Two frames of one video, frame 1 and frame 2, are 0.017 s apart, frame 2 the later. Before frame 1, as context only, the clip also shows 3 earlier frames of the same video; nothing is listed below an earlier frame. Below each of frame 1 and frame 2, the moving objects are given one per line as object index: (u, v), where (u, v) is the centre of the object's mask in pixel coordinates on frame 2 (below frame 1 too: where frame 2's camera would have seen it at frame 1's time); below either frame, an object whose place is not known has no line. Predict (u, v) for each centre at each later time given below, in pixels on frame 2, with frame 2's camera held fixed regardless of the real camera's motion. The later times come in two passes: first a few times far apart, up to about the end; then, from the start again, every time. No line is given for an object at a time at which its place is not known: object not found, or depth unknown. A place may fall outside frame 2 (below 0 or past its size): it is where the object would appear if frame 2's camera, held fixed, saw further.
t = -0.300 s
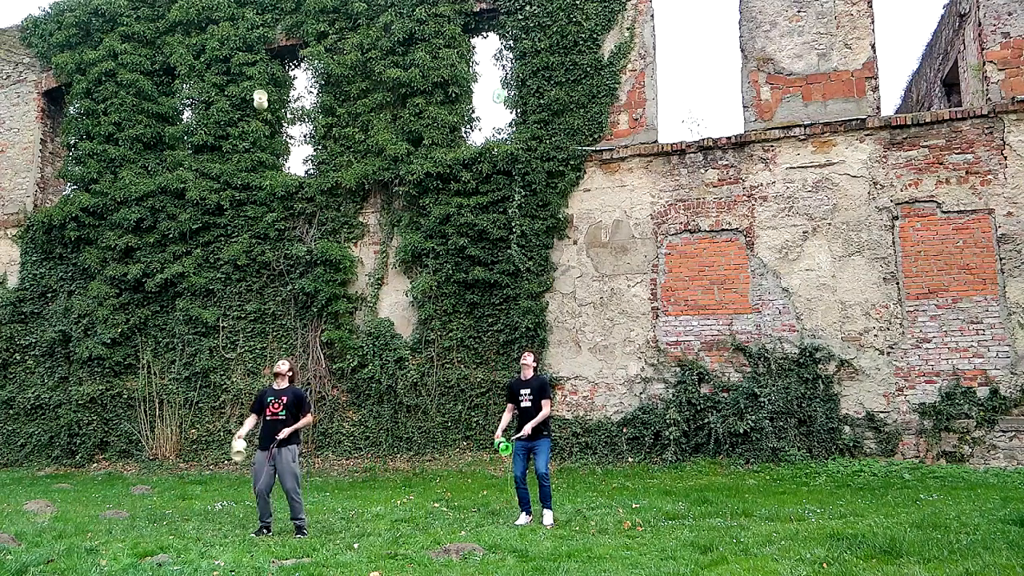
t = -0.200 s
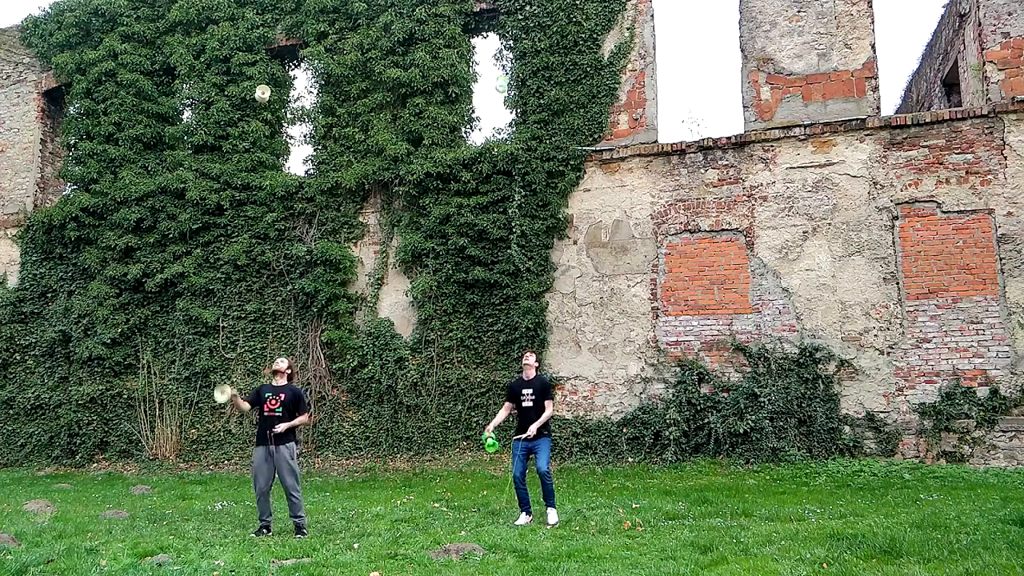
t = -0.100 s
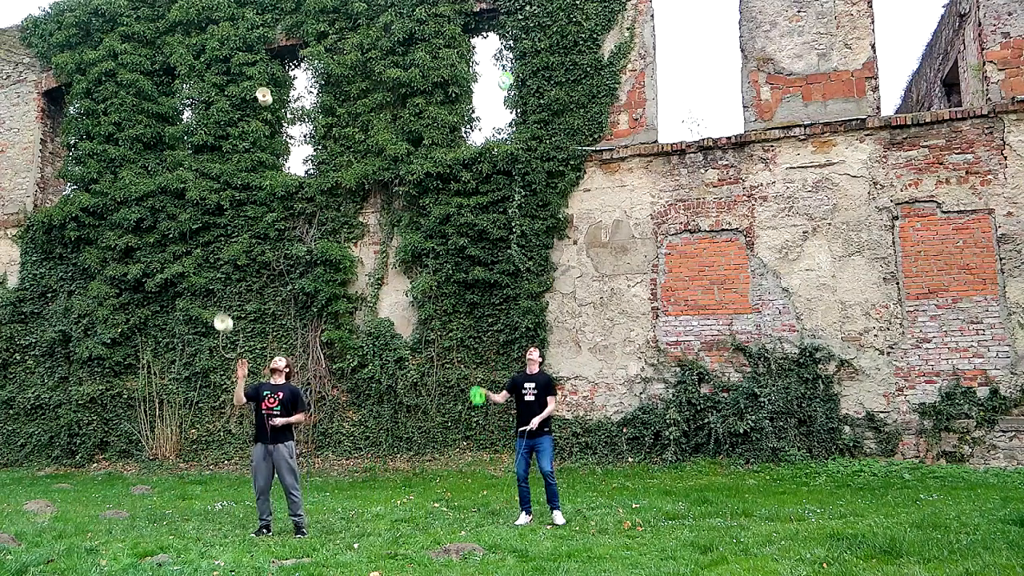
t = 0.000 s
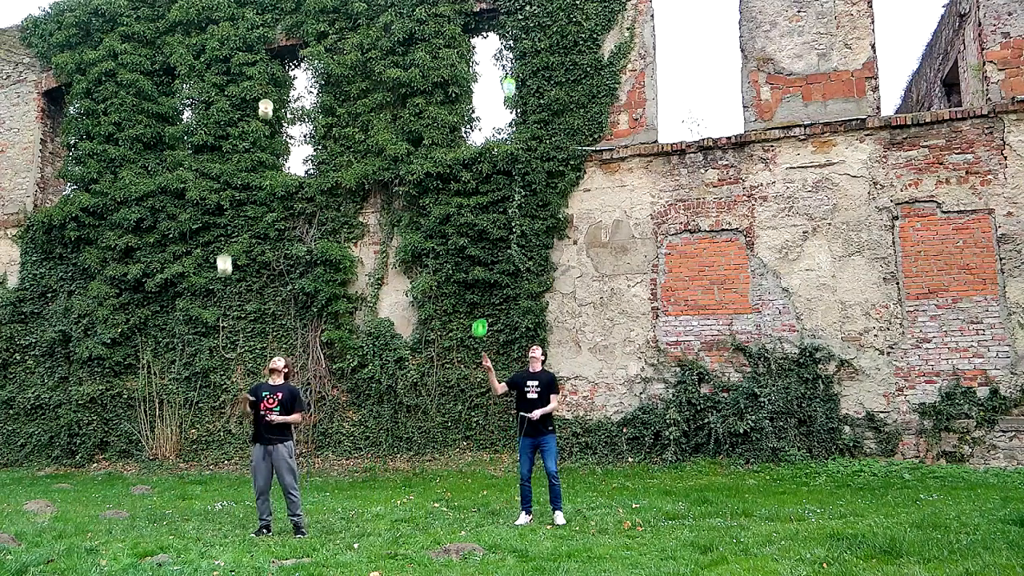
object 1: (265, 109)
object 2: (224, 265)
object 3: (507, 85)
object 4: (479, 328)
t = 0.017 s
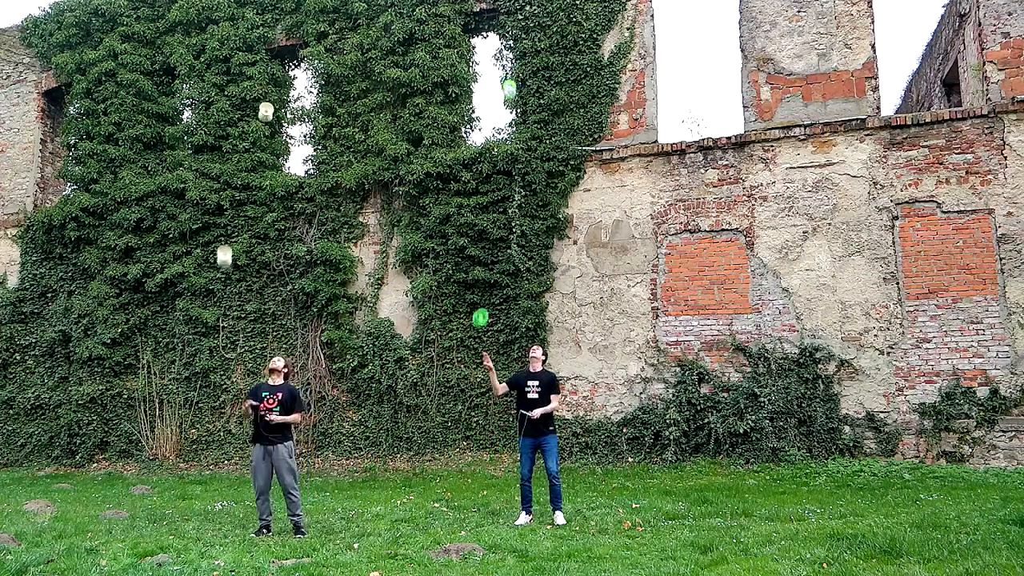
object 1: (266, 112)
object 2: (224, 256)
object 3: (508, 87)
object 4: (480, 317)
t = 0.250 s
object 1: (267, 181)
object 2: (224, 166)
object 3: (518, 143)
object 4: (487, 206)
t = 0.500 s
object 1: (267, 318)
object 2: (221, 130)
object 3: (528, 262)
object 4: (495, 146)
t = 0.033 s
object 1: (266, 115)
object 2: (224, 248)
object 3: (509, 91)
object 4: (481, 308)
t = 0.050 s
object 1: (266, 119)
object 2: (224, 240)
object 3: (510, 93)
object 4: (481, 298)
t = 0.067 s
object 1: (266, 122)
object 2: (224, 232)
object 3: (510, 95)
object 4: (481, 289)
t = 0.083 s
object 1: (266, 126)
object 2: (224, 225)
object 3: (511, 99)
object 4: (482, 280)
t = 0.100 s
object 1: (266, 130)
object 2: (224, 218)
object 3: (511, 101)
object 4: (483, 271)
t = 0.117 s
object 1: (267, 135)
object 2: (224, 210)
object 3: (512, 104)
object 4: (483, 263)
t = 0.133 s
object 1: (267, 140)
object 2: (224, 204)
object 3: (513, 108)
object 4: (484, 255)
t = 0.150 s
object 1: (267, 145)
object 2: (224, 198)
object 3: (514, 112)
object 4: (484, 247)
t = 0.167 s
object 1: (267, 150)
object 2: (224, 191)
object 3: (513, 114)
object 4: (485, 240)
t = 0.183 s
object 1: (267, 156)
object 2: (224, 186)
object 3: (514, 120)
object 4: (485, 233)
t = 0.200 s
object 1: (267, 162)
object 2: (224, 181)
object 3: (516, 126)
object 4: (486, 226)
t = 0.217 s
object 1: (267, 168)
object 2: (224, 176)
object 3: (517, 132)
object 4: (486, 219)
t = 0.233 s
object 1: (267, 174)
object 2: (224, 171)
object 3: (517, 137)
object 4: (487, 213)
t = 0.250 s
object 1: (267, 181)
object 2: (224, 166)
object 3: (518, 143)
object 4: (487, 206)
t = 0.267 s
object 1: (268, 189)
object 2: (223, 162)
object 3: (518, 149)
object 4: (488, 201)
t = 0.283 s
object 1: (268, 196)
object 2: (223, 157)
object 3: (519, 156)
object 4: (488, 195)
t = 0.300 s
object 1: (268, 203)
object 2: (223, 154)
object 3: (519, 162)
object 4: (489, 189)
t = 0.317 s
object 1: (268, 211)
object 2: (222, 147)
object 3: (520, 169)
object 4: (489, 184)
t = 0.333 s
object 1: (268, 219)
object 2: (222, 143)
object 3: (521, 175)
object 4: (490, 179)
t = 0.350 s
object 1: (268, 228)
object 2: (222, 141)
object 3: (521, 183)
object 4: (490, 175)
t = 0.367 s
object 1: (268, 237)
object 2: (222, 138)
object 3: (522, 190)
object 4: (491, 171)
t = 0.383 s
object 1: (268, 246)
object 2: (223, 136)
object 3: (523, 199)
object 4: (491, 166)
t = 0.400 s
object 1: (268, 256)
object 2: (223, 134)
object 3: (524, 207)
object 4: (492, 163)
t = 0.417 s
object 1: (267, 266)
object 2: (222, 132)
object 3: (524, 215)
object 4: (492, 160)
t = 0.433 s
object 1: (267, 276)
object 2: (222, 130)
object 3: (525, 224)
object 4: (493, 156)
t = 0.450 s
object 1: (267, 286)
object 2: (222, 129)
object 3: (526, 233)
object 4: (494, 153)
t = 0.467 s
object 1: (267, 297)
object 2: (221, 131)
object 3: (527, 242)
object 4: (494, 150)
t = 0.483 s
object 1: (267, 308)
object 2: (221, 131)
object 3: (527, 252)
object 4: (495, 148)
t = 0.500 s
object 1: (267, 318)
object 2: (221, 130)
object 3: (528, 262)
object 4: (495, 146)
